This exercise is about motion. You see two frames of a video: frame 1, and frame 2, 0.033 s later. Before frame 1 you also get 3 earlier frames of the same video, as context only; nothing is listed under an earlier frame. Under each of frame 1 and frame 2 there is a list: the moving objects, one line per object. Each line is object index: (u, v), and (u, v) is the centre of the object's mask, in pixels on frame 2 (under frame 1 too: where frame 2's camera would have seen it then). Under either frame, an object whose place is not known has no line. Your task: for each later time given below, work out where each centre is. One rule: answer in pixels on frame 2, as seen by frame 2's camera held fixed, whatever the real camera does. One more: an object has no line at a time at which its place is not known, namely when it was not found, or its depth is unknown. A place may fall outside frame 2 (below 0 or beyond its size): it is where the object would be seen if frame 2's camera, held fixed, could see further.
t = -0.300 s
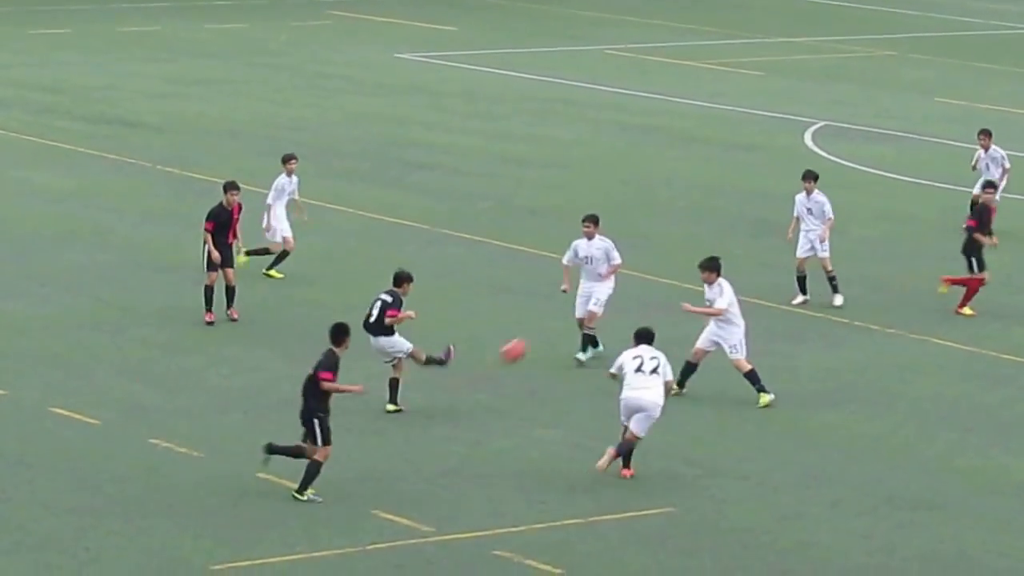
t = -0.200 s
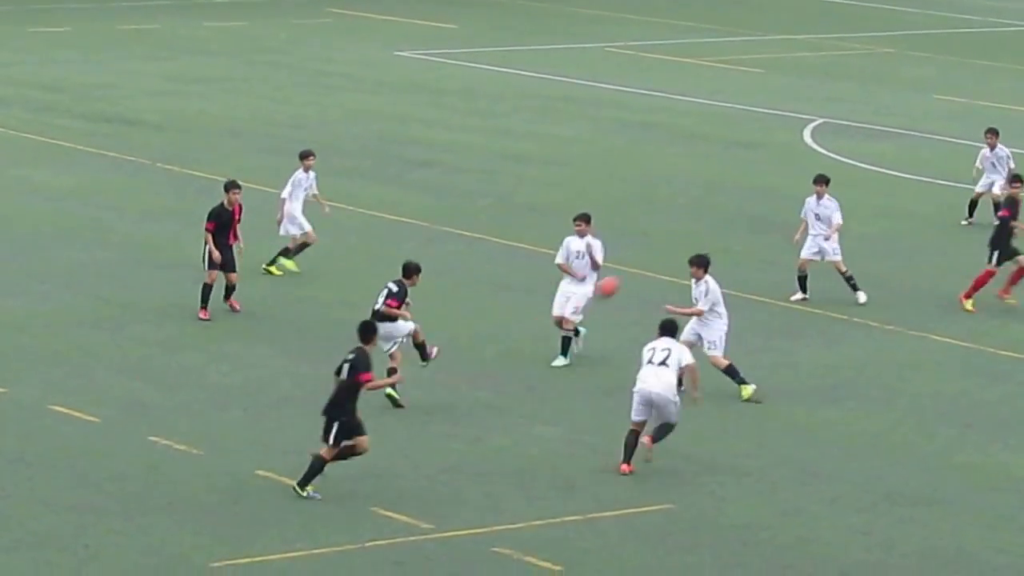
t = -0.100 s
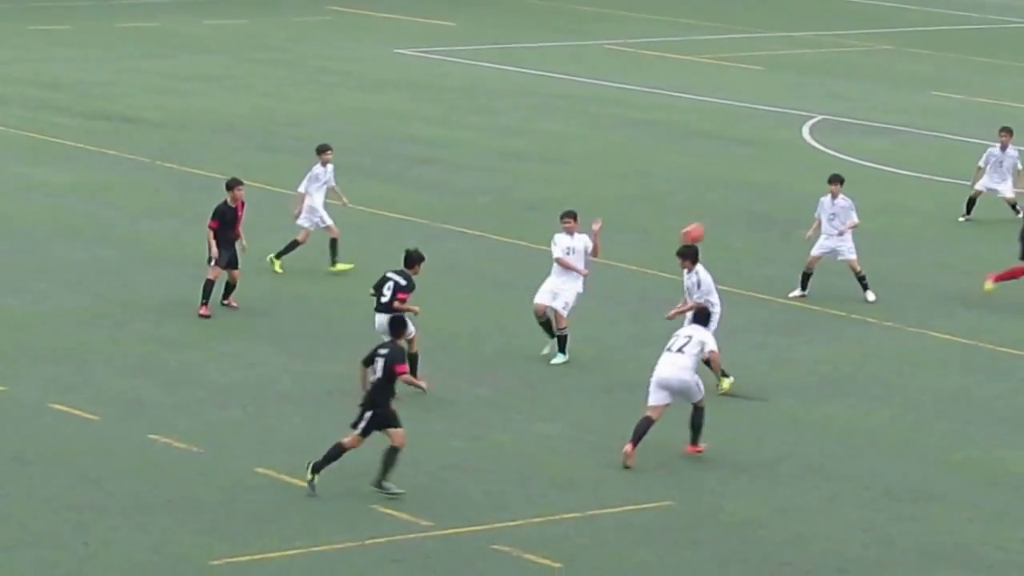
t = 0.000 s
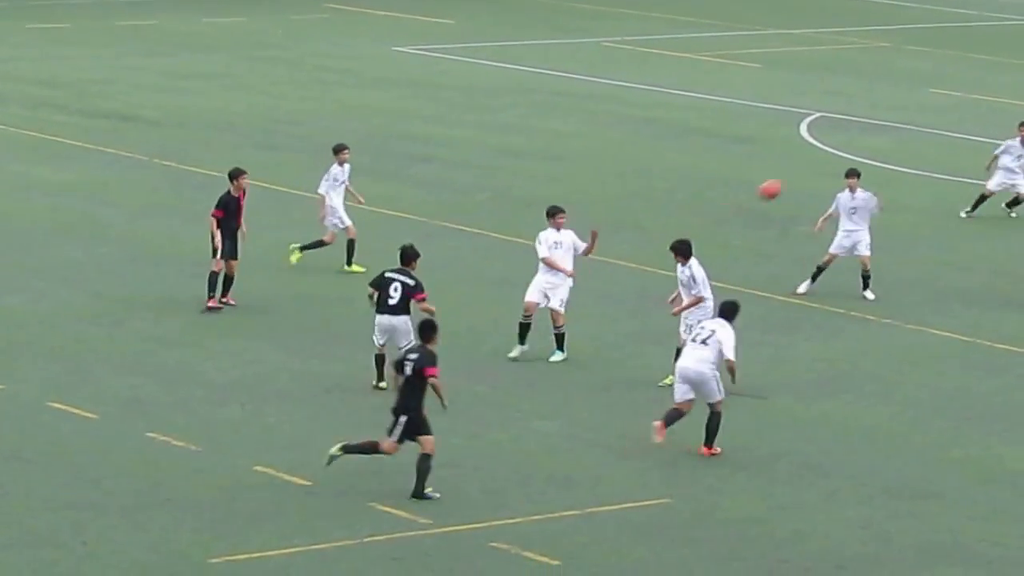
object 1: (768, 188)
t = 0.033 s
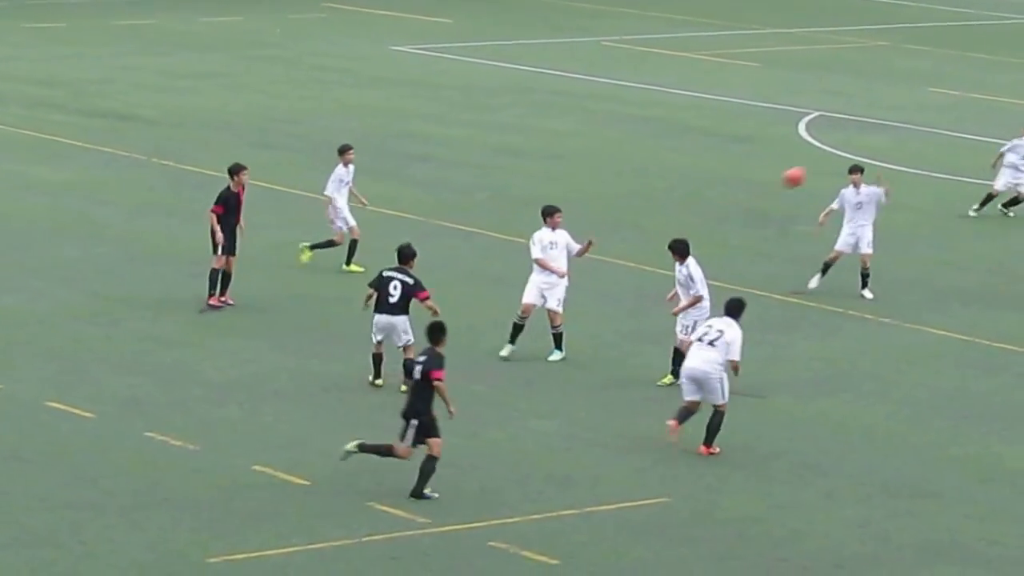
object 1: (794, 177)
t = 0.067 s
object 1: (818, 166)
